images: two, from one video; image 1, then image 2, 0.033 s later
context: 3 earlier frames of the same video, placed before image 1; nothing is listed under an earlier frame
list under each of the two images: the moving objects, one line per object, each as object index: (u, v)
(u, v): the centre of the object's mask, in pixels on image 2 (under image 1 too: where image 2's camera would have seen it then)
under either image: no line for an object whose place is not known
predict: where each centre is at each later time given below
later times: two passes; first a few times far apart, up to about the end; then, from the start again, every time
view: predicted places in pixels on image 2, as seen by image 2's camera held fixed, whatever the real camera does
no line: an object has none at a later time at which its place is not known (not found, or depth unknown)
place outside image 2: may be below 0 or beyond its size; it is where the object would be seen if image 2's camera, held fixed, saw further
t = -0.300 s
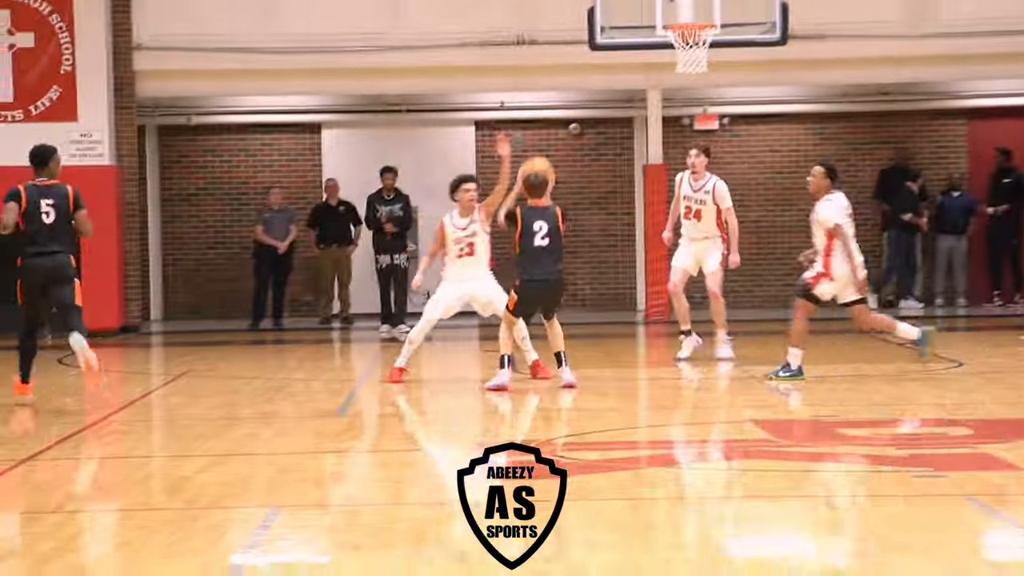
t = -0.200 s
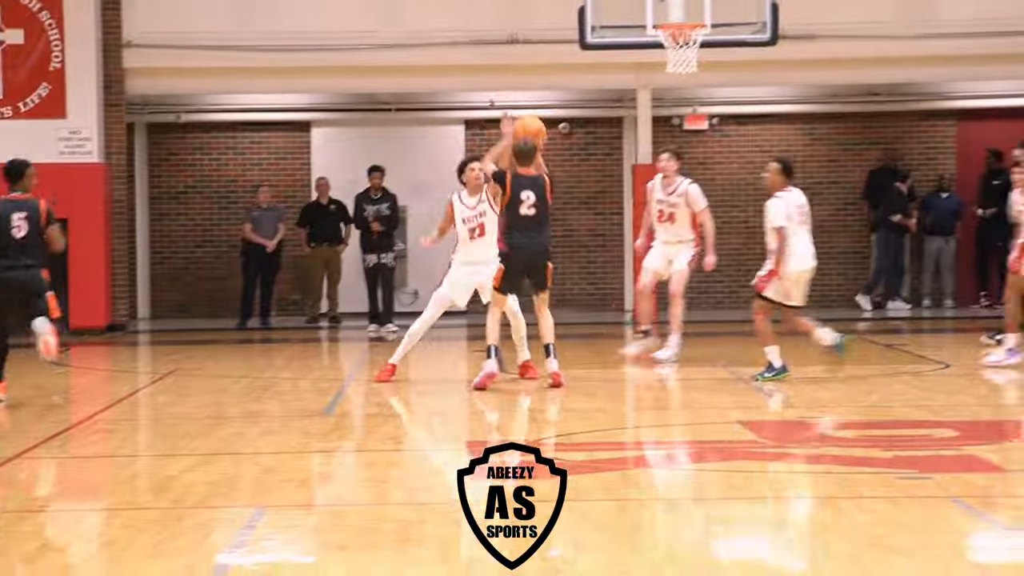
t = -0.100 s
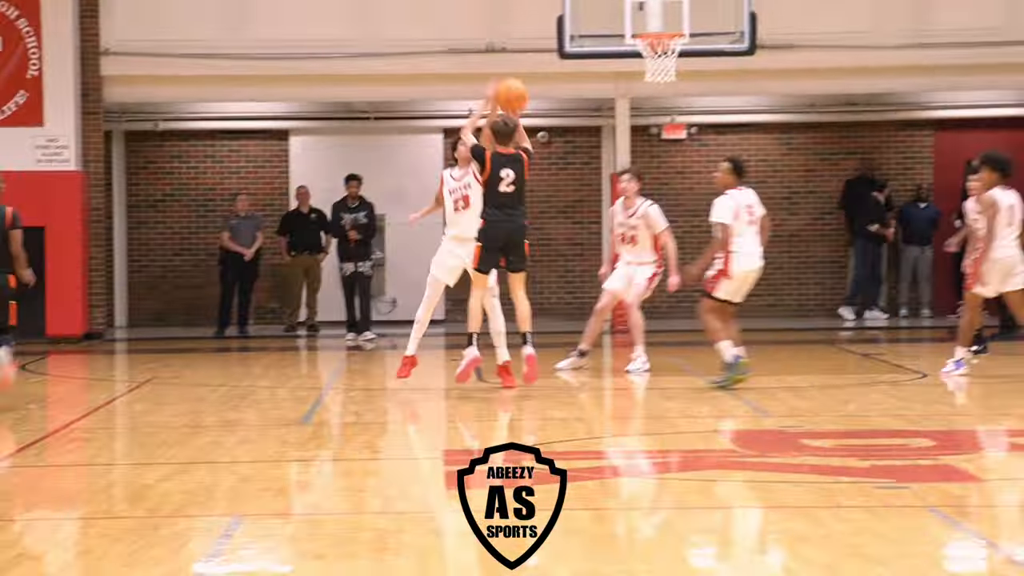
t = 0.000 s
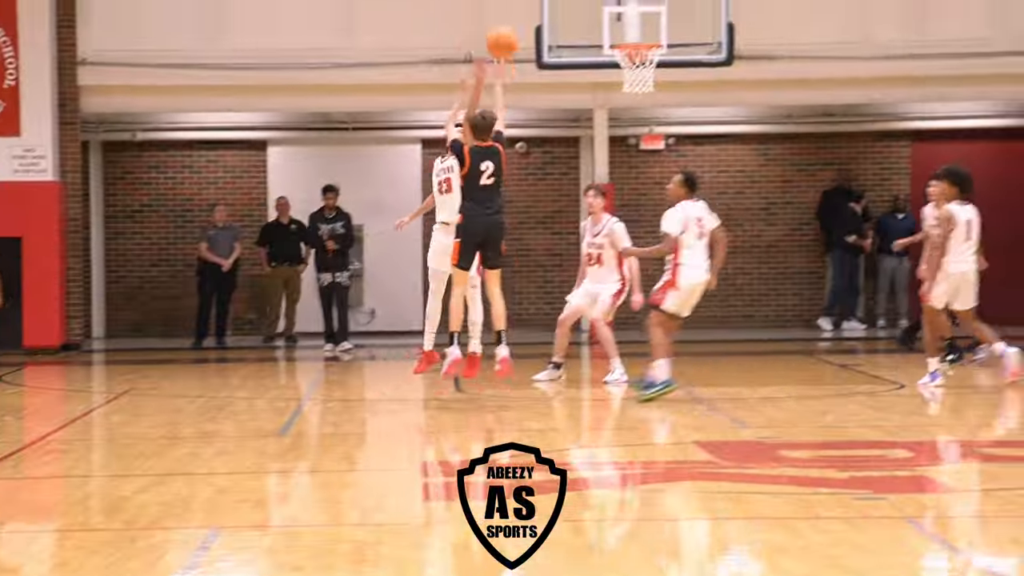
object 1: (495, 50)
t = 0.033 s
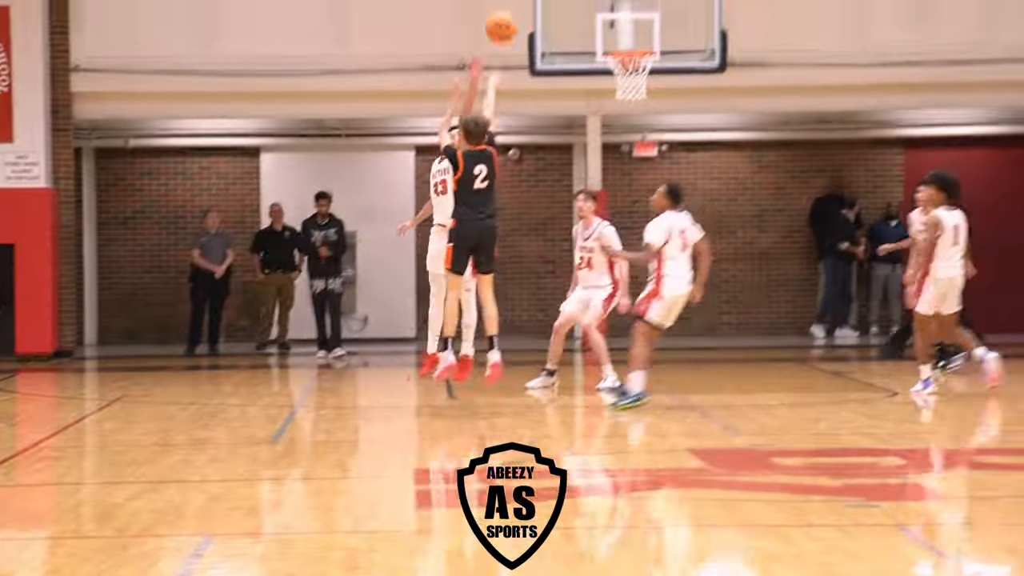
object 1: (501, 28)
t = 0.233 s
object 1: (533, -76)
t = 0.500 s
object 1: (570, -121)
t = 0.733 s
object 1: (599, -92)
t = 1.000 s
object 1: (631, 7)
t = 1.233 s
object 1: (655, 7)
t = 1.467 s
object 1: (678, 7)
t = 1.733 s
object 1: (706, 59)
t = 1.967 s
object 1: (735, 74)
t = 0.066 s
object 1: (506, 6)
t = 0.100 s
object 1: (512, -10)
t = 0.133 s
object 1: (517, -27)
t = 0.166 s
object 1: (522, -43)
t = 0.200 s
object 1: (527, -62)
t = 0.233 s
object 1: (533, -76)
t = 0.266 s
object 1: (538, -87)
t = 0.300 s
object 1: (542, -95)
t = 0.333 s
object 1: (548, -104)
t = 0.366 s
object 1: (553, -110)
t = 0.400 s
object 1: (557, -115)
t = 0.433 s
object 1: (562, -118)
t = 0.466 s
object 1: (566, -121)
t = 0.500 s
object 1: (570, -121)
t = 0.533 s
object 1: (574, -119)
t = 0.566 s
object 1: (578, -117)
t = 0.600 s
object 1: (583, -114)
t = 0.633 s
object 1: (588, -110)
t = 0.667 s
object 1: (592, -104)
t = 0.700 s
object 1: (597, -97)
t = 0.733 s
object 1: (599, -92)
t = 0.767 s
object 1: (602, -83)
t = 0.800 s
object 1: (607, -74)
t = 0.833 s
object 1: (611, -63)
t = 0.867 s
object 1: (615, -51)
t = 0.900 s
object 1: (620, -37)
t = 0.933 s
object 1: (623, -24)
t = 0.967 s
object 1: (626, -10)
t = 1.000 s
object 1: (631, 7)
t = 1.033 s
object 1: (635, 24)
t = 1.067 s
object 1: (638, 40)
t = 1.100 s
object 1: (642, 32)
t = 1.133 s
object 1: (645, 26)
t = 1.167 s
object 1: (647, 19)
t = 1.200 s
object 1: (651, 13)
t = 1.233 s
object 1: (655, 7)
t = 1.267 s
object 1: (659, 3)
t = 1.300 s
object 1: (662, 1)
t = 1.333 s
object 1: (665, 0)
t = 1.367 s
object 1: (668, 0)
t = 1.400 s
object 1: (672, 1)
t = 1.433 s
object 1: (675, 3)
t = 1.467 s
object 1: (678, 7)
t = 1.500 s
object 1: (681, 11)
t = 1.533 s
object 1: (684, 17)
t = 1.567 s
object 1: (687, 23)
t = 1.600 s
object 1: (690, 32)
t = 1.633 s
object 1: (694, 40)
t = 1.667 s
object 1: (697, 51)
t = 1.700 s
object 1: (701, 61)
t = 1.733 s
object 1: (706, 59)
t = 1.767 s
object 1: (709, 59)
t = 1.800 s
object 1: (714, 58)
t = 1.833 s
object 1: (718, 59)
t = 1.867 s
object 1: (722, 60)
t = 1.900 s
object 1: (727, 63)
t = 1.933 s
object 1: (731, 68)
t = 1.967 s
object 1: (735, 74)
